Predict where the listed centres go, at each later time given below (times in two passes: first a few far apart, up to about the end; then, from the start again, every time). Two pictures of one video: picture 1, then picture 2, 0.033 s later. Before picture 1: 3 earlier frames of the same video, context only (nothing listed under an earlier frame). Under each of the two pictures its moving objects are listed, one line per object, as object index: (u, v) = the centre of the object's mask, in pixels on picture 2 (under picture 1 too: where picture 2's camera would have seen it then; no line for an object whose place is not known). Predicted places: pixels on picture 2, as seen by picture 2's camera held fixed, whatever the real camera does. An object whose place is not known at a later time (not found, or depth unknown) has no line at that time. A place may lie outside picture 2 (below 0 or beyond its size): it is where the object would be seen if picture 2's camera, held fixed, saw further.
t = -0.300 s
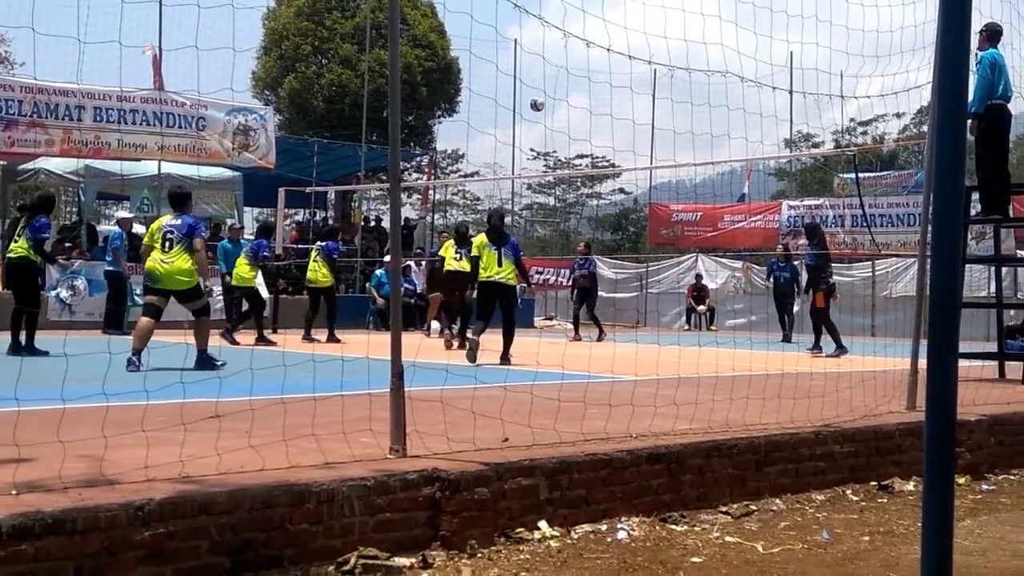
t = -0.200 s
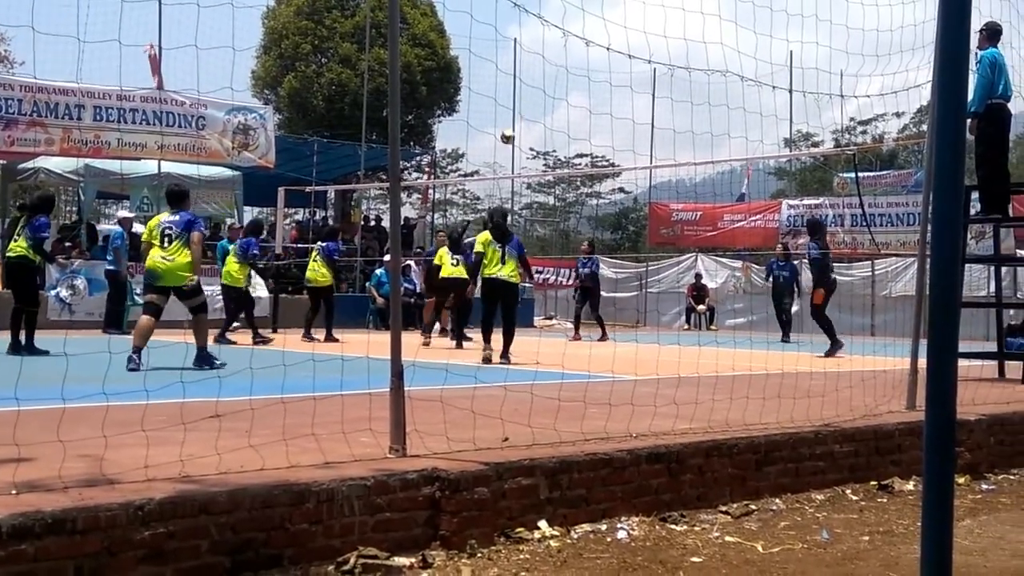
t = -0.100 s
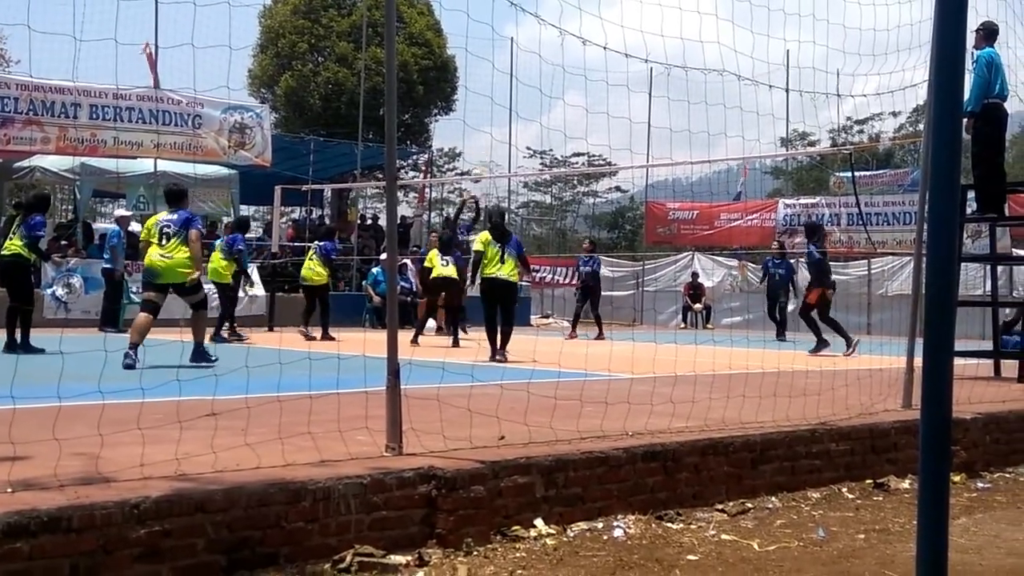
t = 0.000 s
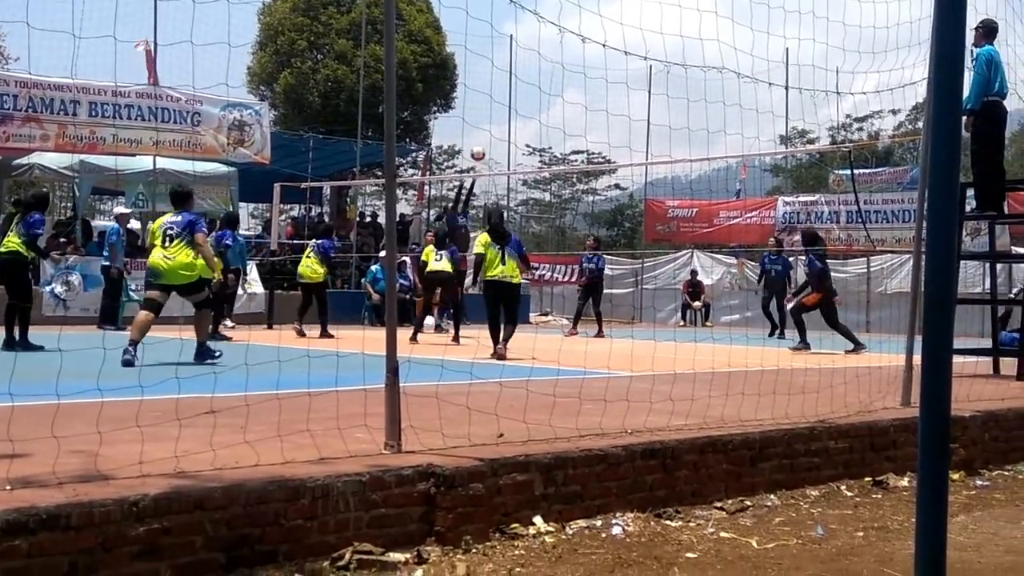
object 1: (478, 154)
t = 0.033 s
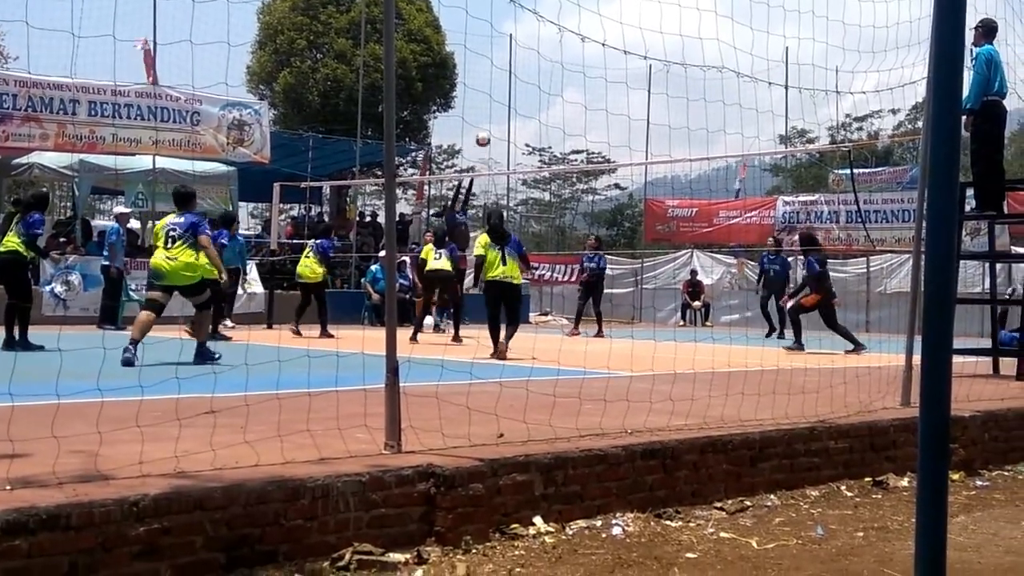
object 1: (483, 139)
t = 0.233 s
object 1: (517, 72)
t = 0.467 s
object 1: (555, 28)
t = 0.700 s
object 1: (594, 19)
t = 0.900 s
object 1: (628, 48)
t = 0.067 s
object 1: (488, 127)
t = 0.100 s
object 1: (494, 114)
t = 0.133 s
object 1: (501, 103)
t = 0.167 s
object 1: (506, 92)
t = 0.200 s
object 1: (511, 82)
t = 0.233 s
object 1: (517, 72)
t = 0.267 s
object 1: (522, 63)
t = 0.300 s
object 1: (528, 55)
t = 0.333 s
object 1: (534, 48)
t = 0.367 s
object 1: (540, 42)
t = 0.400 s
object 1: (545, 37)
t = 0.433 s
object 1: (550, 31)
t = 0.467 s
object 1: (555, 28)
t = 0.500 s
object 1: (560, 24)
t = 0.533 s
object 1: (566, 21)
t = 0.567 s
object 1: (572, 19)
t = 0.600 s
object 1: (578, 17)
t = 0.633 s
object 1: (583, 17)
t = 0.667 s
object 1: (589, 17)
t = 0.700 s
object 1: (594, 19)
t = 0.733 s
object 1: (600, 22)
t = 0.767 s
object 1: (606, 25)
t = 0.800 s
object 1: (611, 30)
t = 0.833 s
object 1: (617, 35)
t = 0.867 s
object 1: (622, 41)
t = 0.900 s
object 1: (628, 48)
